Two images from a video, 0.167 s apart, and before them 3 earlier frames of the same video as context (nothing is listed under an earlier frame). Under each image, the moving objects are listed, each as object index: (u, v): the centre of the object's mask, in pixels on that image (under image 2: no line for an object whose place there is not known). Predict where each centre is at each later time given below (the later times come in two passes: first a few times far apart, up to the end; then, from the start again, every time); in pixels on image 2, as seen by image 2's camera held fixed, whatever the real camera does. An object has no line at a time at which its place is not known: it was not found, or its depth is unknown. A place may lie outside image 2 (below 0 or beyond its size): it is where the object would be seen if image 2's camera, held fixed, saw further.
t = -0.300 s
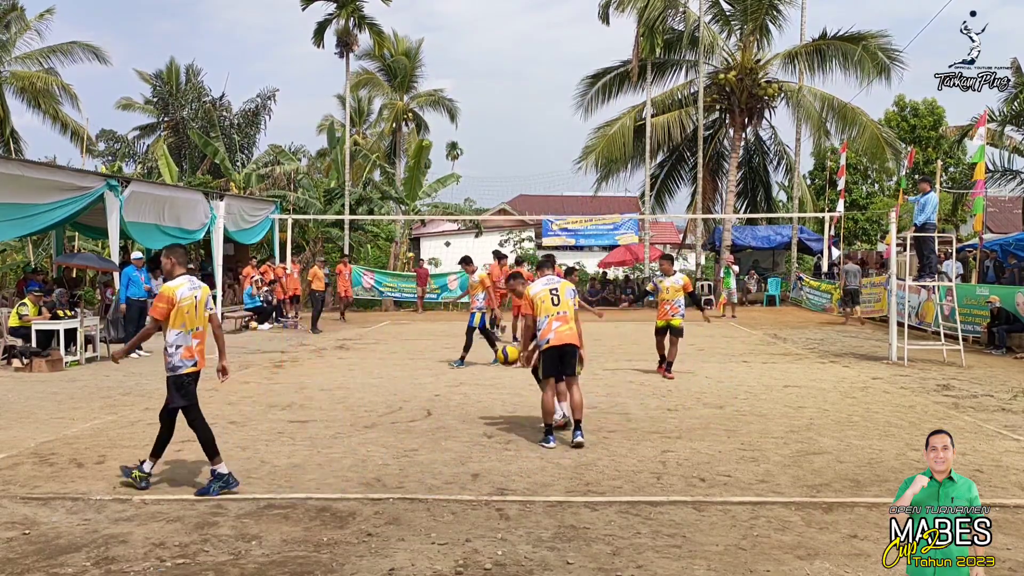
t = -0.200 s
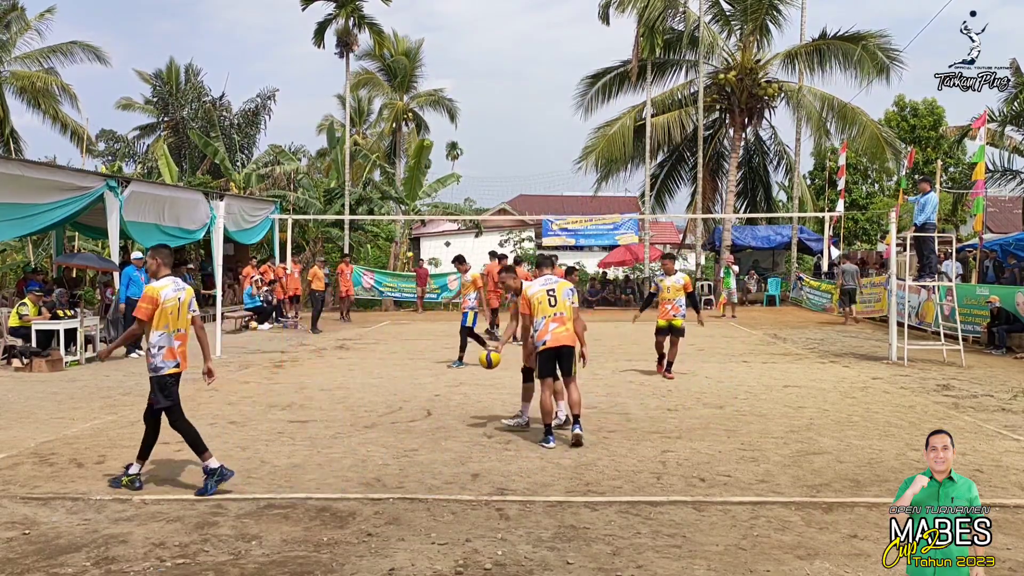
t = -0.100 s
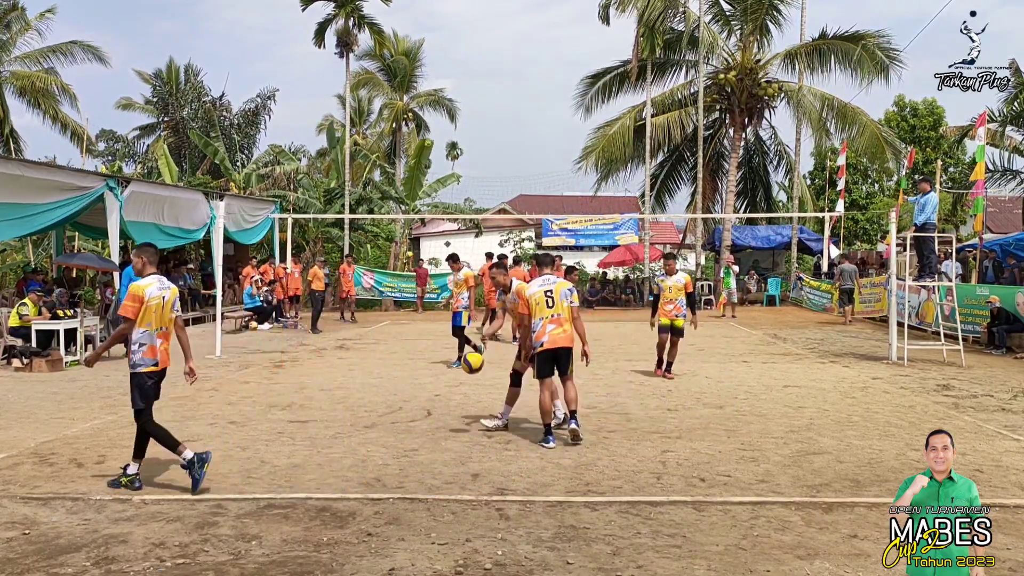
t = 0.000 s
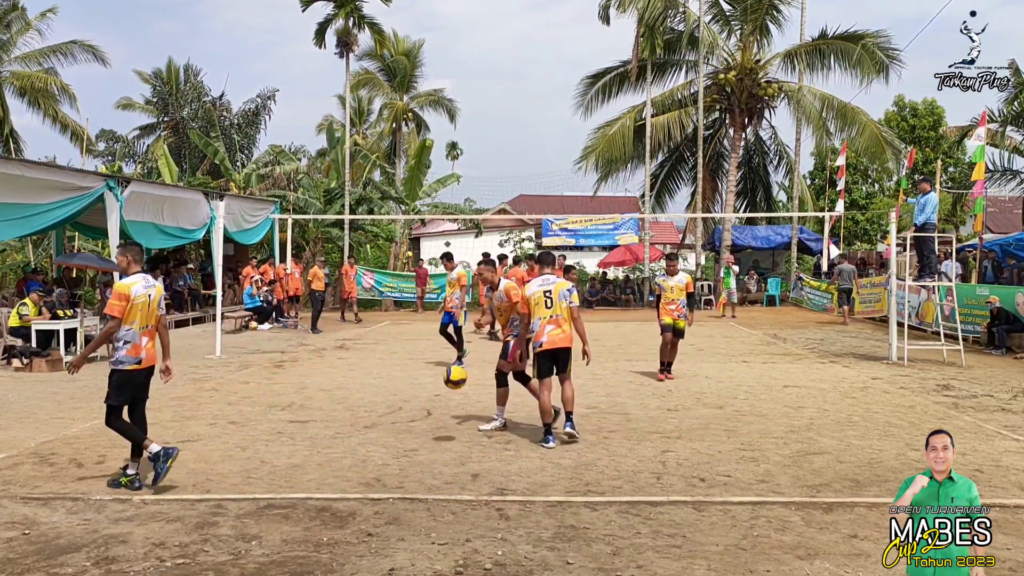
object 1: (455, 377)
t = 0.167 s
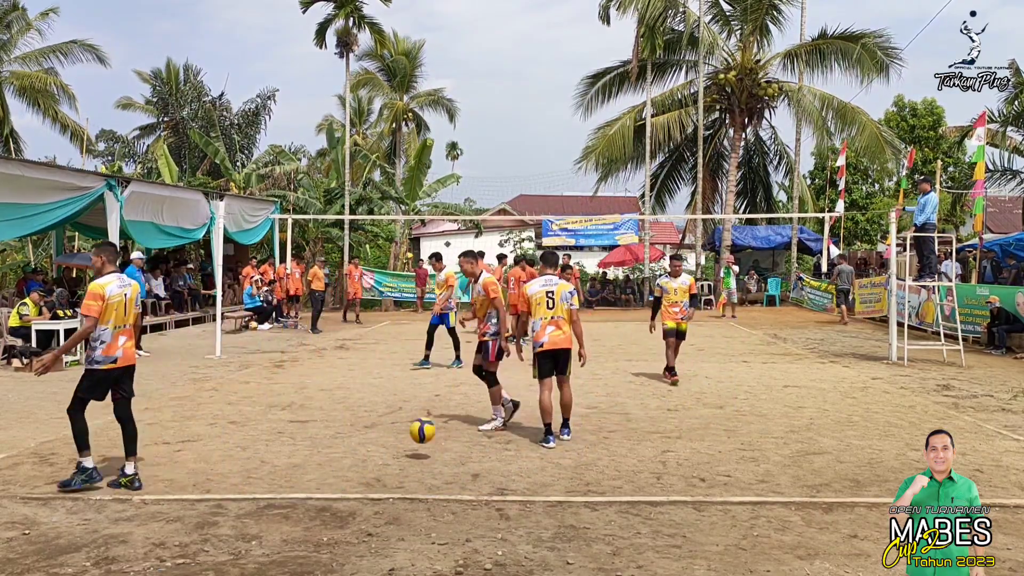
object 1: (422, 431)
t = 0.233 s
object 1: (410, 450)
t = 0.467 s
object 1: (387, 414)
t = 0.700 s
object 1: (357, 450)
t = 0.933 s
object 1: (321, 489)
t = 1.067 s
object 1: (296, 481)
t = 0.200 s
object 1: (415, 446)
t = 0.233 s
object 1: (410, 450)
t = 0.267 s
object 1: (407, 441)
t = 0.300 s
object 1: (404, 433)
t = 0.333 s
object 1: (401, 427)
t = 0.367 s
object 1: (398, 422)
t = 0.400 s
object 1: (394, 418)
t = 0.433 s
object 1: (391, 415)
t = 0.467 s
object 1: (387, 414)
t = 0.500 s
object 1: (383, 414)
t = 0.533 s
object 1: (379, 416)
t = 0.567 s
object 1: (375, 420)
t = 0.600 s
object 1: (371, 424)
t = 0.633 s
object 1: (366, 431)
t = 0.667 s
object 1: (362, 440)
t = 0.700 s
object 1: (357, 450)
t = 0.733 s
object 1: (352, 462)
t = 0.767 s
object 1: (347, 476)
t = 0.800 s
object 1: (342, 492)
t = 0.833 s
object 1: (336, 510)
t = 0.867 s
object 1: (332, 502)
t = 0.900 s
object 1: (326, 495)
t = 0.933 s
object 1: (321, 489)
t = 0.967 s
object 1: (315, 484)
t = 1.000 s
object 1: (309, 481)
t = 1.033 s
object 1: (303, 481)
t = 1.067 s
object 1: (296, 481)
